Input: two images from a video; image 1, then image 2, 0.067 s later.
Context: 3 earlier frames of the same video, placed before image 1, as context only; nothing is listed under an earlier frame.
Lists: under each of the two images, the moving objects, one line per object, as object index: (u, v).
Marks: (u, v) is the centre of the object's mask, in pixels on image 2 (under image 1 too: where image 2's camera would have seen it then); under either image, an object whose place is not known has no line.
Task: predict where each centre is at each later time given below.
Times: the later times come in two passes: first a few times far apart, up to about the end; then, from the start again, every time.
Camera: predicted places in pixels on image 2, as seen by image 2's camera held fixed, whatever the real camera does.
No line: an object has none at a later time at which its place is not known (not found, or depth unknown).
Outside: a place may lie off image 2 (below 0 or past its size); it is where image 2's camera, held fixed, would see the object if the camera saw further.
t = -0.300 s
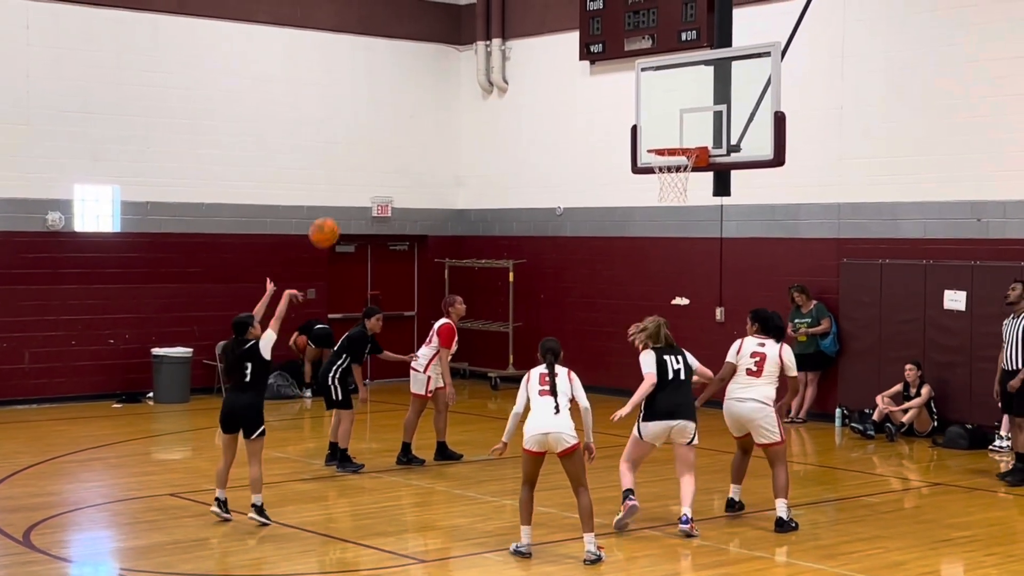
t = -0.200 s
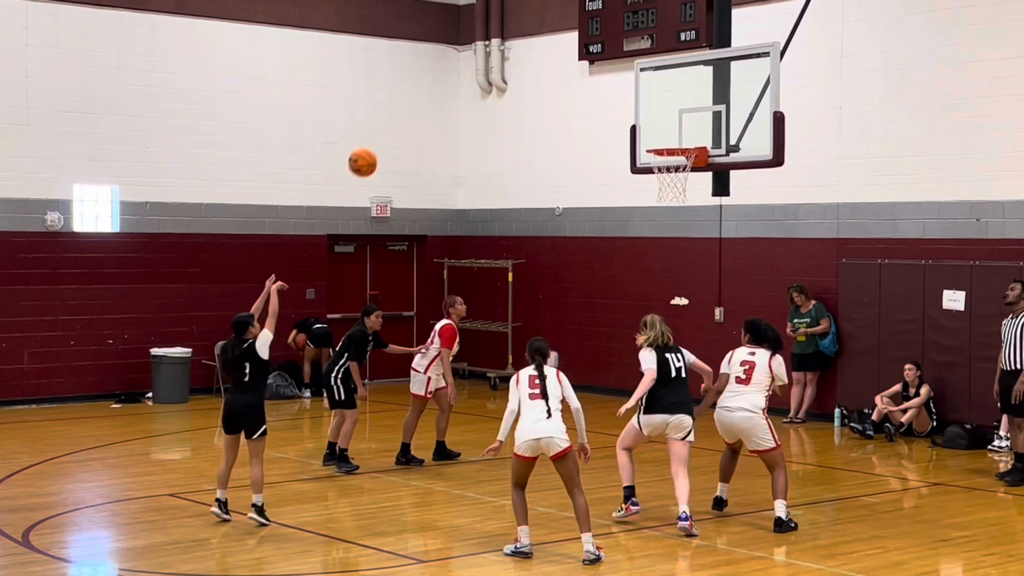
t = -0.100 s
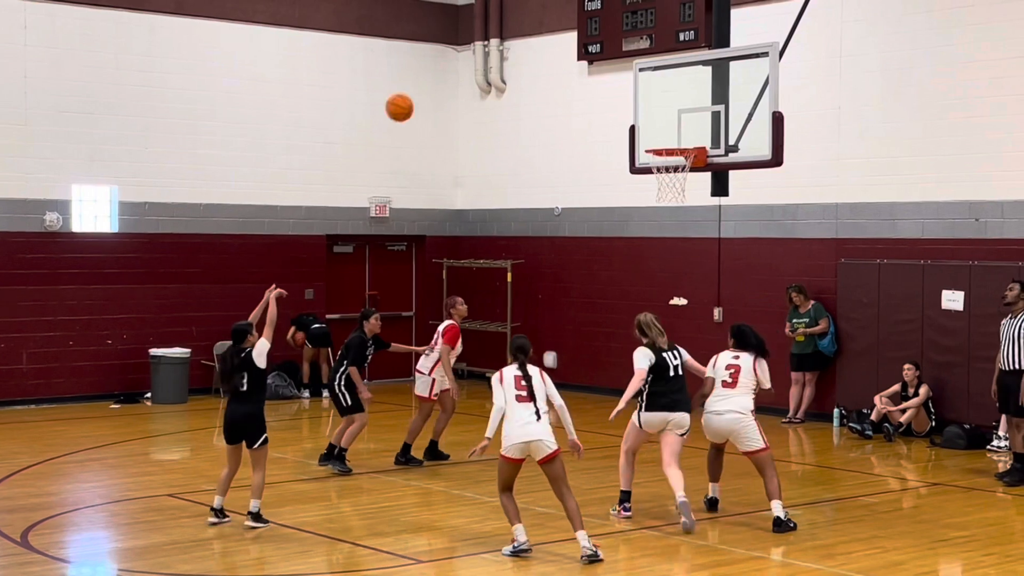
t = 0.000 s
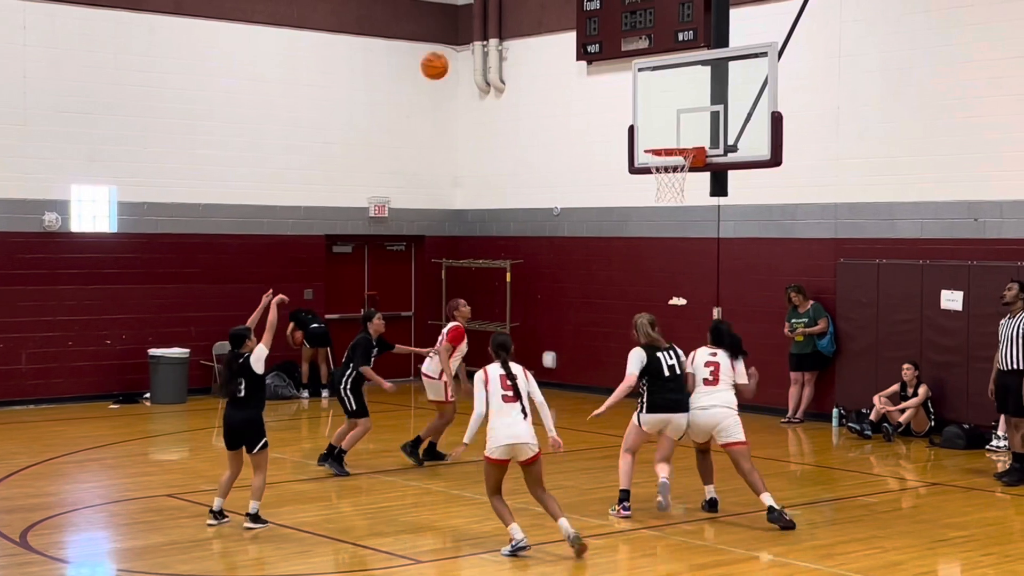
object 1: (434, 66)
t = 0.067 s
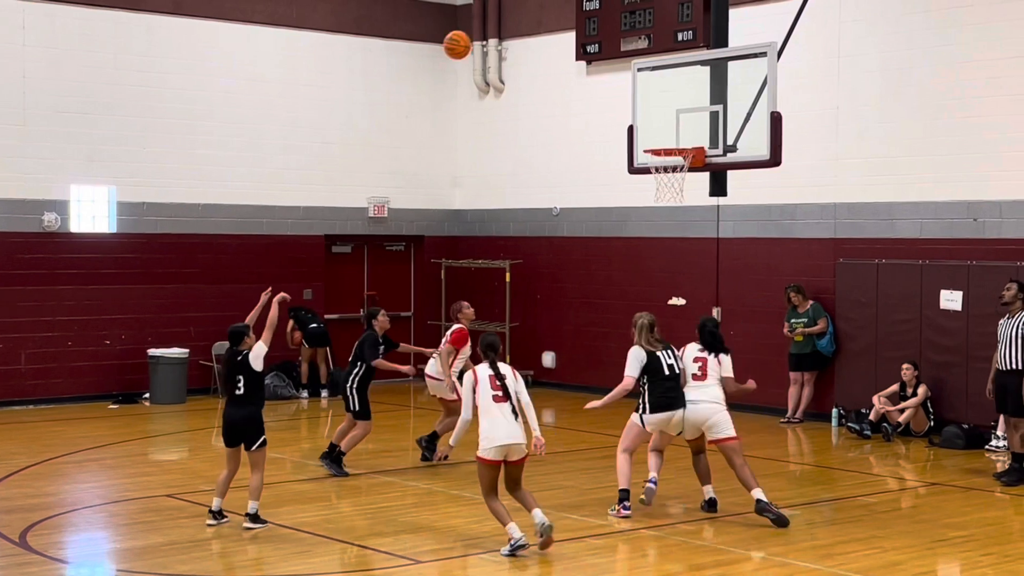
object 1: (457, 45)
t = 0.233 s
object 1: (512, 17)
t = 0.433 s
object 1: (575, 28)
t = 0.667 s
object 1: (641, 92)
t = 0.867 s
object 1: (686, 171)
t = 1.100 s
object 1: (676, 194)
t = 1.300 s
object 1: (663, 250)
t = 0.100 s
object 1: (468, 37)
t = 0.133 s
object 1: (480, 30)
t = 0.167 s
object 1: (490, 25)
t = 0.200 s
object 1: (502, 20)
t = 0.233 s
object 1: (512, 17)
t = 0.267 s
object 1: (523, 16)
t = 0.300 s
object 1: (534, 16)
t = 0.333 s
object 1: (544, 17)
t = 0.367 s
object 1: (554, 19)
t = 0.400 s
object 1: (565, 22)
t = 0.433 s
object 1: (575, 28)
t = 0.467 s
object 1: (585, 33)
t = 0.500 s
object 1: (594, 41)
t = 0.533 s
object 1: (604, 49)
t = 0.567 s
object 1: (614, 58)
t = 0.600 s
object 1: (623, 68)
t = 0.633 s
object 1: (632, 80)
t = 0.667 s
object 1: (641, 92)
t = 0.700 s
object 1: (651, 106)
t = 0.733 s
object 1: (660, 120)
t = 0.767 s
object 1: (669, 136)
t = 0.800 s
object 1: (676, 150)
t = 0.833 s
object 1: (682, 162)
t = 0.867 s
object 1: (686, 171)
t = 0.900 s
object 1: (688, 175)
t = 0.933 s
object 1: (686, 177)
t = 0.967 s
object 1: (684, 178)
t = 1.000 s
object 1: (682, 180)
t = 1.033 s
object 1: (680, 184)
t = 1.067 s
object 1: (678, 189)
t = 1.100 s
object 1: (676, 194)
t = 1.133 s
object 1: (674, 201)
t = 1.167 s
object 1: (672, 209)
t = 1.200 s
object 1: (670, 218)
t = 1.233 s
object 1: (667, 227)
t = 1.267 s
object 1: (665, 239)
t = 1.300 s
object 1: (663, 250)
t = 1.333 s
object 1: (661, 263)
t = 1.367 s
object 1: (659, 278)
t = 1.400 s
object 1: (657, 292)
